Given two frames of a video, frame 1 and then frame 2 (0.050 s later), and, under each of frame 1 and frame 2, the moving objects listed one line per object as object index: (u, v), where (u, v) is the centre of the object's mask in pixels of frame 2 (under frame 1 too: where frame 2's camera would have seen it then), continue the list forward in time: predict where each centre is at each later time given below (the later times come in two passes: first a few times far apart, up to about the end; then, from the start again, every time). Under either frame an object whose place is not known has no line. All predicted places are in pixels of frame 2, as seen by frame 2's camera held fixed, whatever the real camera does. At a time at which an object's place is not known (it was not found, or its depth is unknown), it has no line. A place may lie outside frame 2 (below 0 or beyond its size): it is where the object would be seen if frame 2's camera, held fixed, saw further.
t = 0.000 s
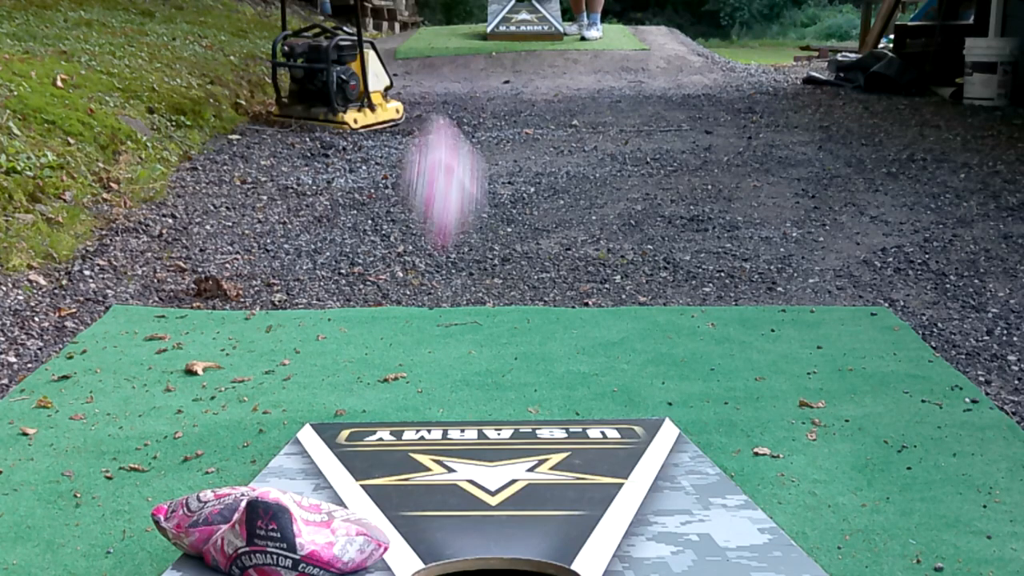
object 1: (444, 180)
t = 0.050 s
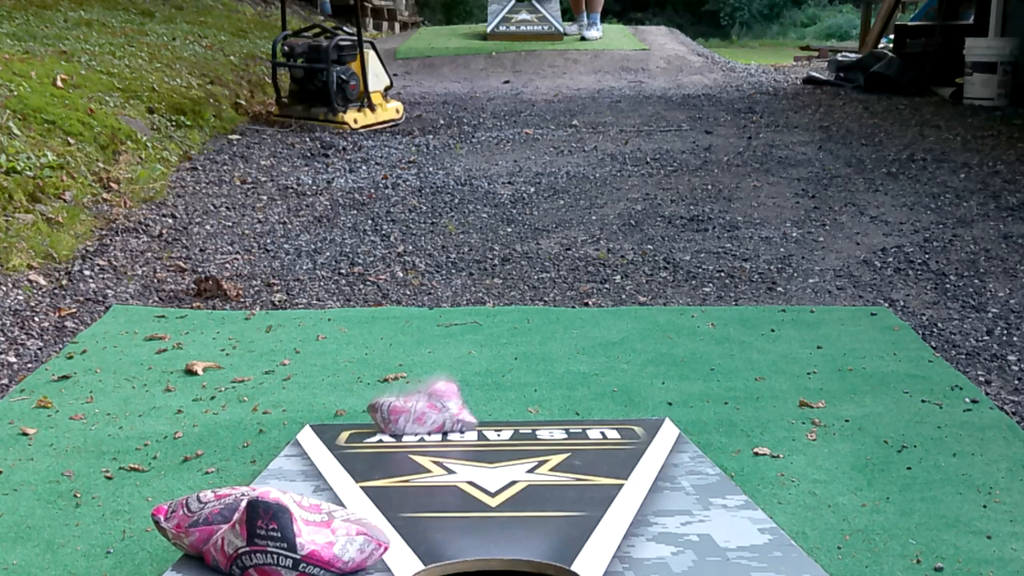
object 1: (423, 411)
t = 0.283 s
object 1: (364, 445)
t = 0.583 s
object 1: (358, 457)
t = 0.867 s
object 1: (355, 458)
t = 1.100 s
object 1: (353, 460)
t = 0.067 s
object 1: (418, 412)
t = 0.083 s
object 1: (413, 410)
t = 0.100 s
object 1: (410, 410)
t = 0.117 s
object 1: (405, 411)
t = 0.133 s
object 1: (401, 414)
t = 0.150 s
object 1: (397, 418)
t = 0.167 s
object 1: (393, 422)
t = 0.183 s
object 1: (387, 427)
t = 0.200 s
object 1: (382, 431)
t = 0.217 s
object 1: (378, 434)
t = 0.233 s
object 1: (374, 437)
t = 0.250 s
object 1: (370, 440)
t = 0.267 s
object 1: (367, 442)
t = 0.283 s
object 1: (364, 445)
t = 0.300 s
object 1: (362, 447)
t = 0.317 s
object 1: (360, 449)
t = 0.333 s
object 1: (359, 451)
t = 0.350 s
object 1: (358, 453)
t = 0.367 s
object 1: (357, 454)
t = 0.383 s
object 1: (357, 455)
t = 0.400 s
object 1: (357, 456)
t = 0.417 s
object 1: (358, 457)
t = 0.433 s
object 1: (359, 457)
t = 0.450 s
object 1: (359, 457)
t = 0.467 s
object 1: (360, 457)
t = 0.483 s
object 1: (359, 457)
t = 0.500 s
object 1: (360, 457)
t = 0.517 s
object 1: (359, 457)
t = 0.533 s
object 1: (359, 457)
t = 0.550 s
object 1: (359, 457)
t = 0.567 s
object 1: (359, 457)
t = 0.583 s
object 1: (358, 457)
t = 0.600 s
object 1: (358, 457)
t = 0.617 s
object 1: (358, 457)
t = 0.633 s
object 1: (358, 457)
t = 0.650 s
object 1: (358, 457)
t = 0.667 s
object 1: (358, 457)
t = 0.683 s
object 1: (357, 457)
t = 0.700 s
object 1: (357, 457)
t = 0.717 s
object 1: (357, 458)
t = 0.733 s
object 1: (357, 457)
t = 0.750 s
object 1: (356, 457)
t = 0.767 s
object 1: (356, 458)
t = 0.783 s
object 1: (356, 458)
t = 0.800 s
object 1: (355, 458)
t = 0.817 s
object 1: (356, 458)
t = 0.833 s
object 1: (356, 458)
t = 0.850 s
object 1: (355, 458)
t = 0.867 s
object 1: (355, 458)
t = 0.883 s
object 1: (355, 459)
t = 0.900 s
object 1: (355, 459)
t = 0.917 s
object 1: (355, 459)
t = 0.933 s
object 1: (354, 459)
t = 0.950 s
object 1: (354, 459)
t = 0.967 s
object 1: (354, 459)
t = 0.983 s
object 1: (354, 460)
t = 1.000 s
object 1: (354, 460)
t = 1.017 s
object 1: (354, 460)
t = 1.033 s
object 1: (353, 460)
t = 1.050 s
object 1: (353, 460)
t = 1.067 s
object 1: (353, 460)
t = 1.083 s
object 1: (353, 461)
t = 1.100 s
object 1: (353, 460)
